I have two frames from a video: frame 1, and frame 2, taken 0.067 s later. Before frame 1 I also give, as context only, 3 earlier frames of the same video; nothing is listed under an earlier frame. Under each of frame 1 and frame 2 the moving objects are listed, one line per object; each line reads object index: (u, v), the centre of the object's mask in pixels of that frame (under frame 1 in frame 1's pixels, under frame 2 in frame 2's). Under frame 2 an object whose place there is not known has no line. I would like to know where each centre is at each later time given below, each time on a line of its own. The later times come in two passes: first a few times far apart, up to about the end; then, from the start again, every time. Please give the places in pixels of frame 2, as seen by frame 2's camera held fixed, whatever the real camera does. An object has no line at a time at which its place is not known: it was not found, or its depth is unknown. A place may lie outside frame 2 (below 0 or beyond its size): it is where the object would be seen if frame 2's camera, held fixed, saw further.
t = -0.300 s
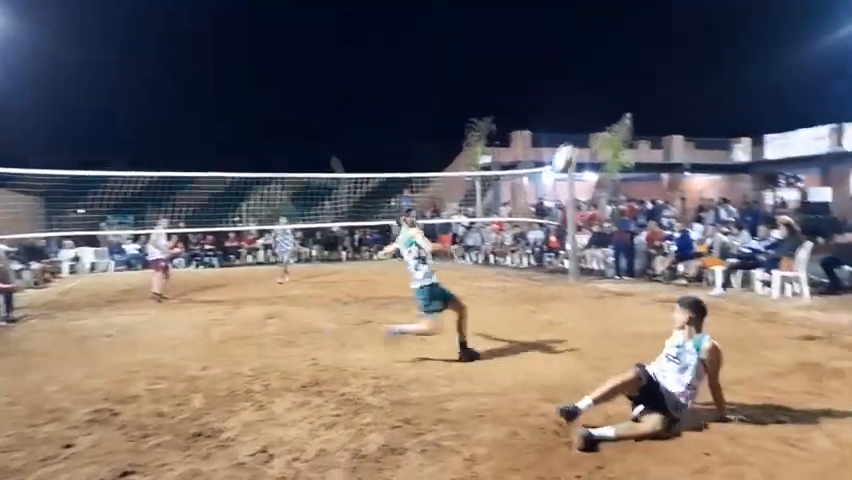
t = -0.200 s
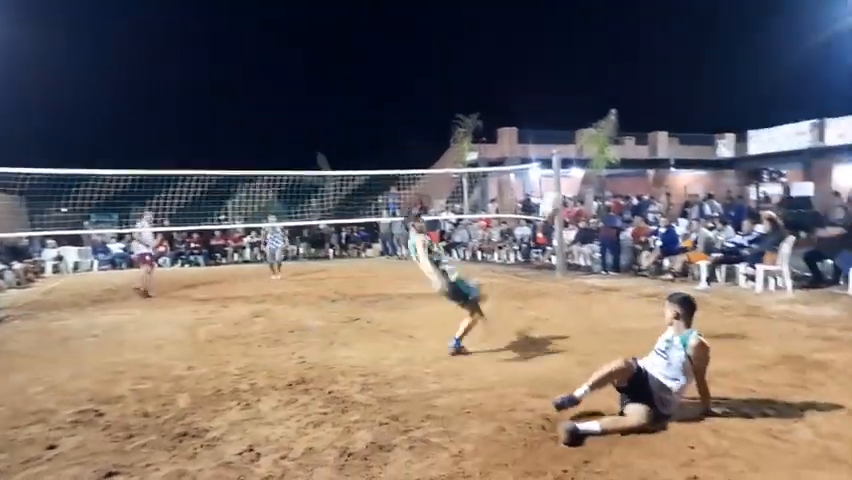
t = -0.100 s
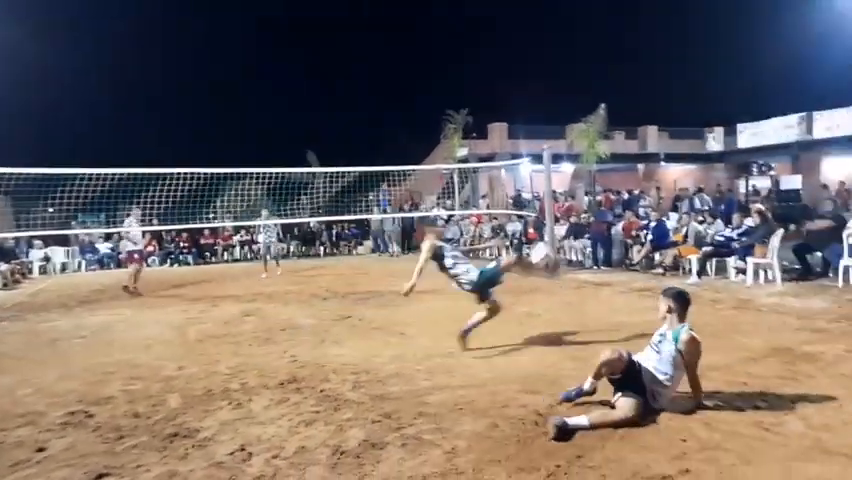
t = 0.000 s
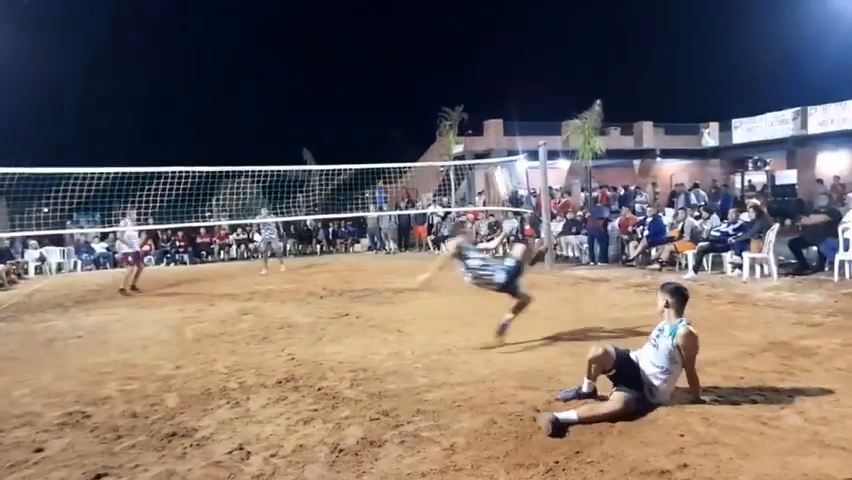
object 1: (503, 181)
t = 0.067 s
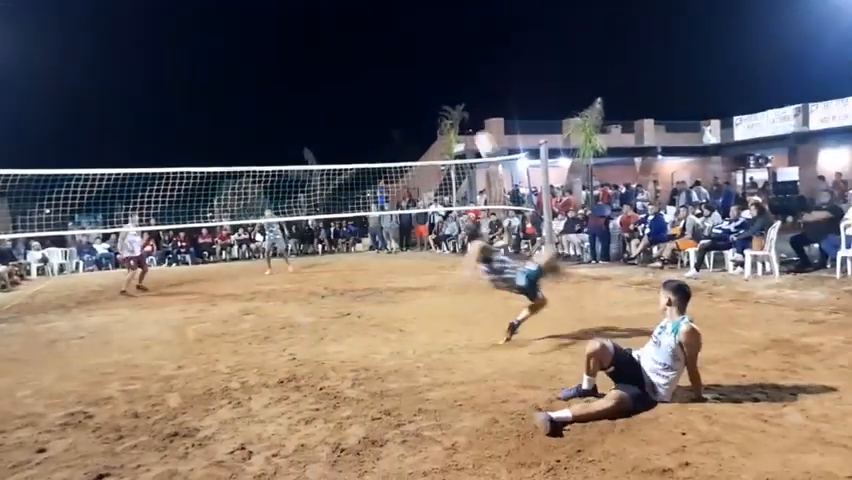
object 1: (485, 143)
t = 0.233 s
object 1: (445, 81)
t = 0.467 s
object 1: (404, 46)
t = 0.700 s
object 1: (374, 50)
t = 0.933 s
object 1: (354, 78)
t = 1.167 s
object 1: (340, 123)
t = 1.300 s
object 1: (334, 155)
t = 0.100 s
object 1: (476, 128)
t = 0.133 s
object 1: (468, 115)
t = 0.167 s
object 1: (460, 102)
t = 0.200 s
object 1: (452, 91)
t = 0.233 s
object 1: (445, 81)
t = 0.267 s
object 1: (438, 73)
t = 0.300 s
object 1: (431, 66)
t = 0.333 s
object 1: (425, 60)
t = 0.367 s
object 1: (419, 55)
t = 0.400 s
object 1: (413, 52)
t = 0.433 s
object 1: (408, 48)
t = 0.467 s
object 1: (404, 46)
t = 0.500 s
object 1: (399, 45)
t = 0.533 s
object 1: (394, 44)
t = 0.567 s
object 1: (390, 44)
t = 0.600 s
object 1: (386, 44)
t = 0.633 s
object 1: (382, 45)
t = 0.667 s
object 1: (378, 47)
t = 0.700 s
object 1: (374, 50)
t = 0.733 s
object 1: (371, 53)
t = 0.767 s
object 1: (368, 57)
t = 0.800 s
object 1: (365, 61)
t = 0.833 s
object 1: (362, 64)
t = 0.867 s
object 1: (359, 67)
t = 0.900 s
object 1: (356, 72)
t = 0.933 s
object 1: (354, 78)
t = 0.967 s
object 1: (352, 83)
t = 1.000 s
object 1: (349, 90)
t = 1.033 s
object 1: (347, 96)
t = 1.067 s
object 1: (345, 103)
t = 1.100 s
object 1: (344, 109)
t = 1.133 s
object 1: (342, 116)
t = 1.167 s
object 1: (340, 123)
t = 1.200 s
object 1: (338, 131)
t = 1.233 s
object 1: (337, 138)
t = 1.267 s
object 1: (336, 146)
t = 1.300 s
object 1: (334, 155)
